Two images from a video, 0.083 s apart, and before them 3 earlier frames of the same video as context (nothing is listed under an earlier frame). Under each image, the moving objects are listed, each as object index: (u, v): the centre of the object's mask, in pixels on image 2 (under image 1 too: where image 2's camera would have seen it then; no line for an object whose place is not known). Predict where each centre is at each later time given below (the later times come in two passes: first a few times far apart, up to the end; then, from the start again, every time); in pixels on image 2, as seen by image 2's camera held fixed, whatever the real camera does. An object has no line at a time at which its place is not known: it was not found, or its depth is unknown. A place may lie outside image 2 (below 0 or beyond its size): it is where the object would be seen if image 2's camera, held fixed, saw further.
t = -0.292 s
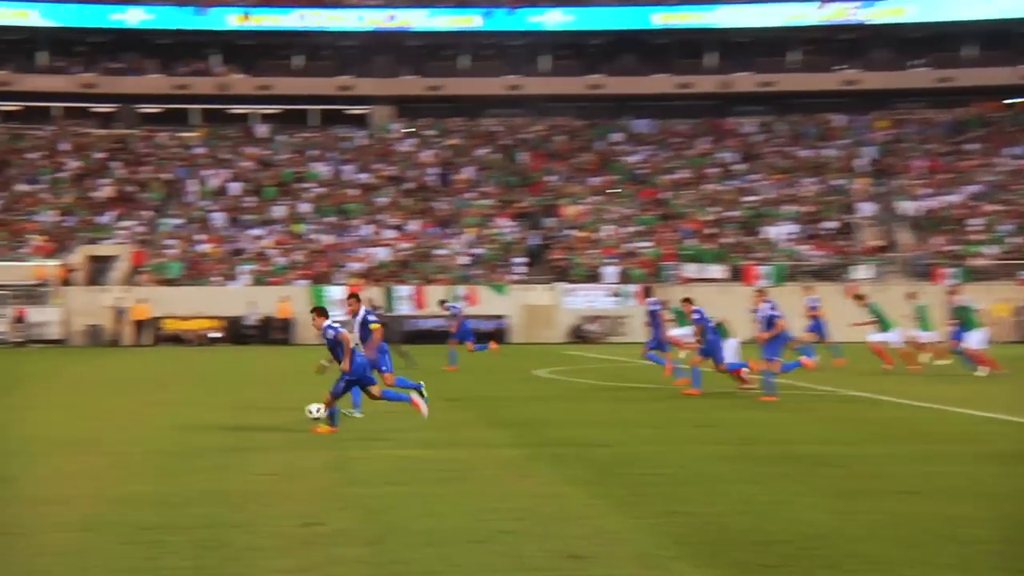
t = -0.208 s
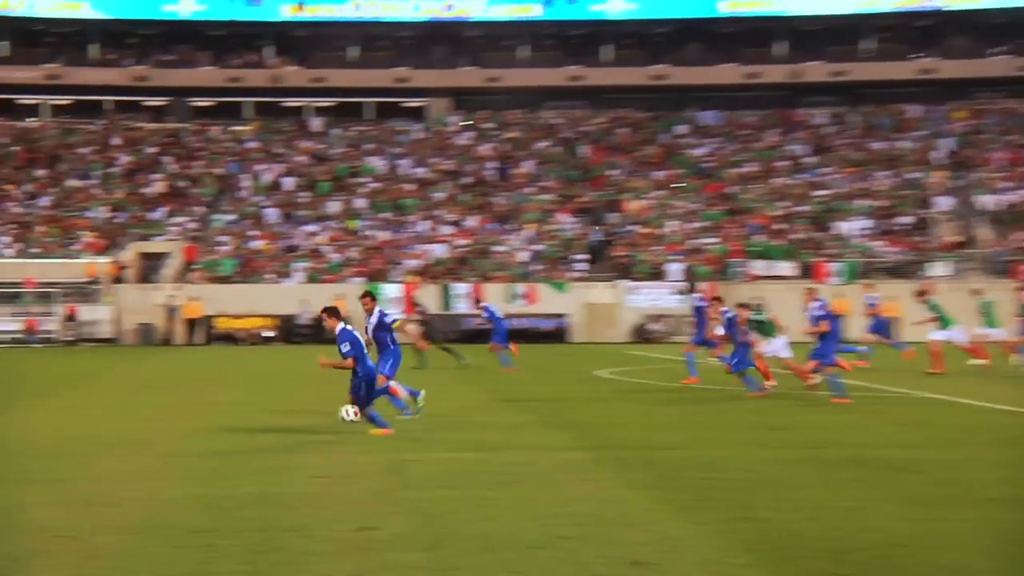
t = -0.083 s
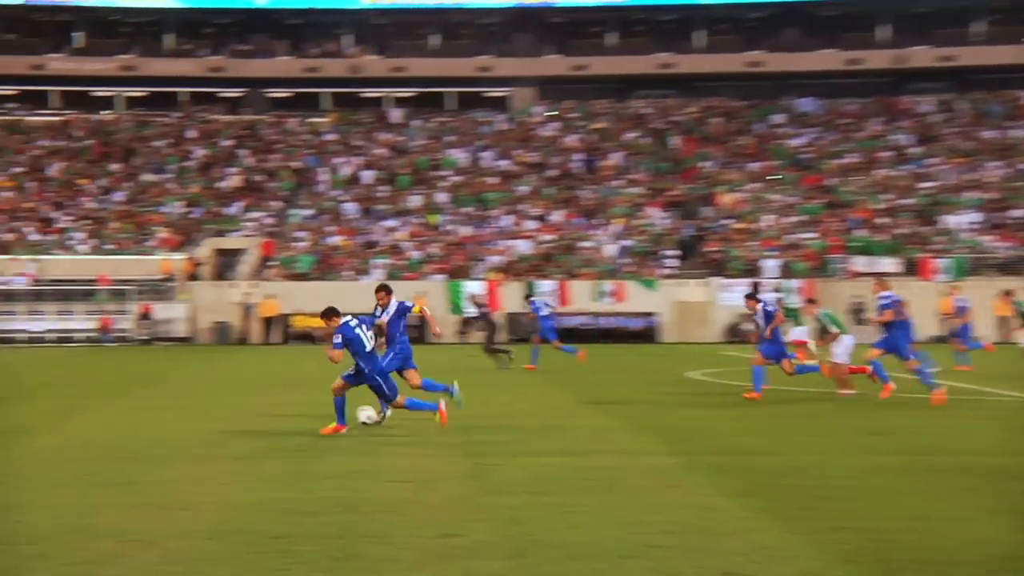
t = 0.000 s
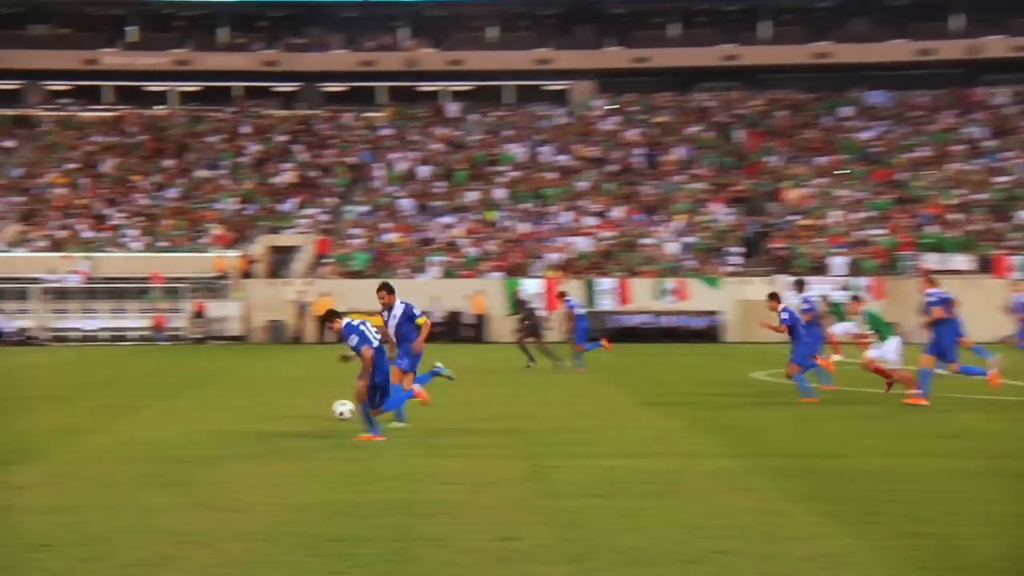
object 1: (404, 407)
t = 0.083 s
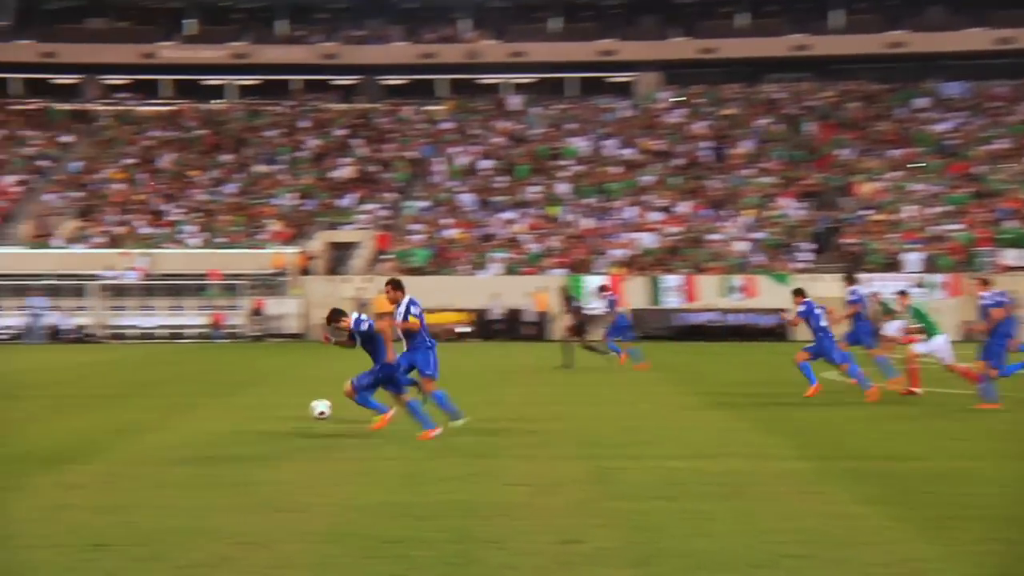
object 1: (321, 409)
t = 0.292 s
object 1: (113, 428)
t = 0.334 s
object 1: (74, 431)
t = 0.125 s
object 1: (279, 412)
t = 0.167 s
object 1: (236, 417)
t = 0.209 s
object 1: (192, 425)
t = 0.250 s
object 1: (151, 428)
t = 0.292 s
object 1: (113, 428)
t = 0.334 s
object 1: (74, 431)
